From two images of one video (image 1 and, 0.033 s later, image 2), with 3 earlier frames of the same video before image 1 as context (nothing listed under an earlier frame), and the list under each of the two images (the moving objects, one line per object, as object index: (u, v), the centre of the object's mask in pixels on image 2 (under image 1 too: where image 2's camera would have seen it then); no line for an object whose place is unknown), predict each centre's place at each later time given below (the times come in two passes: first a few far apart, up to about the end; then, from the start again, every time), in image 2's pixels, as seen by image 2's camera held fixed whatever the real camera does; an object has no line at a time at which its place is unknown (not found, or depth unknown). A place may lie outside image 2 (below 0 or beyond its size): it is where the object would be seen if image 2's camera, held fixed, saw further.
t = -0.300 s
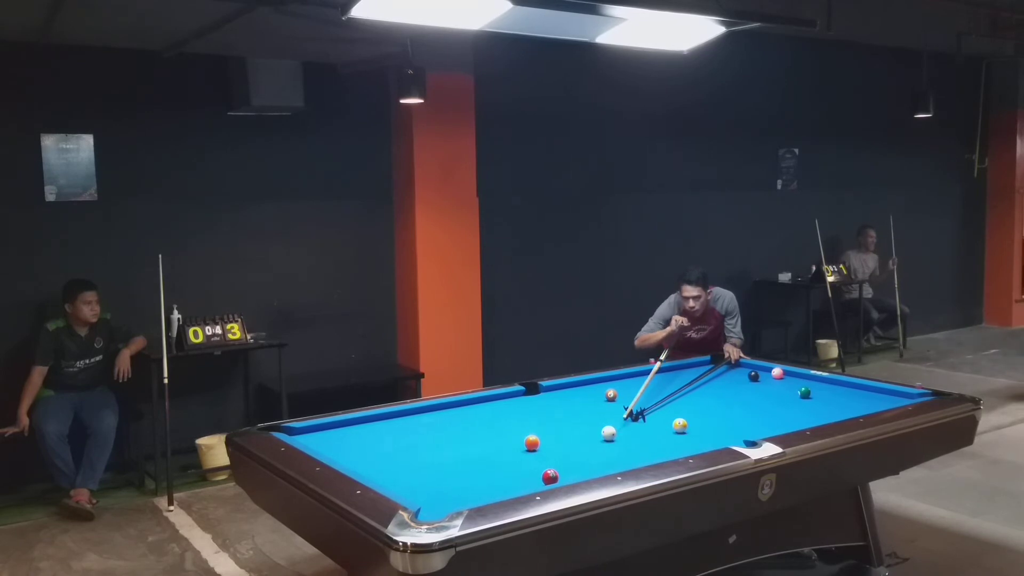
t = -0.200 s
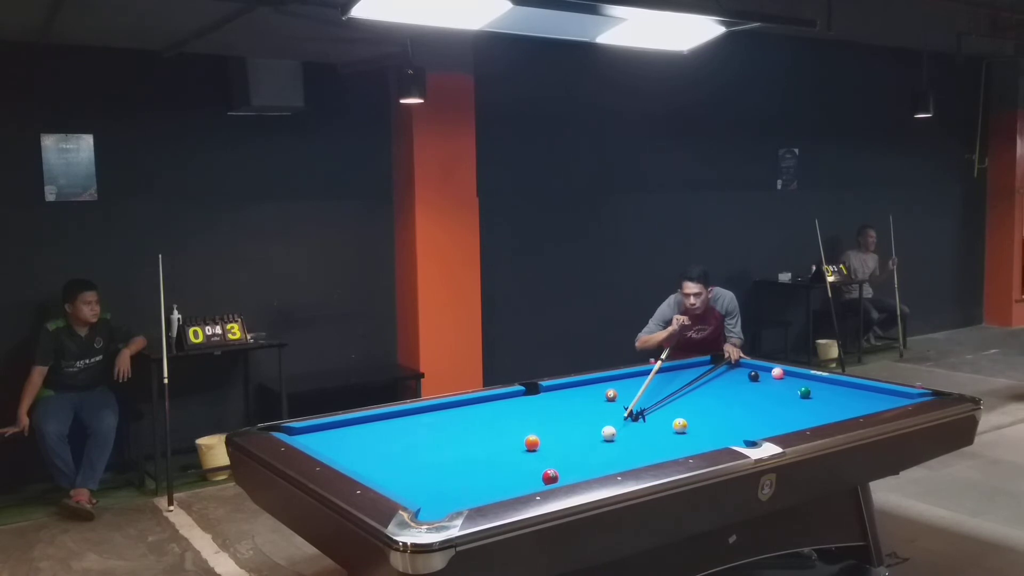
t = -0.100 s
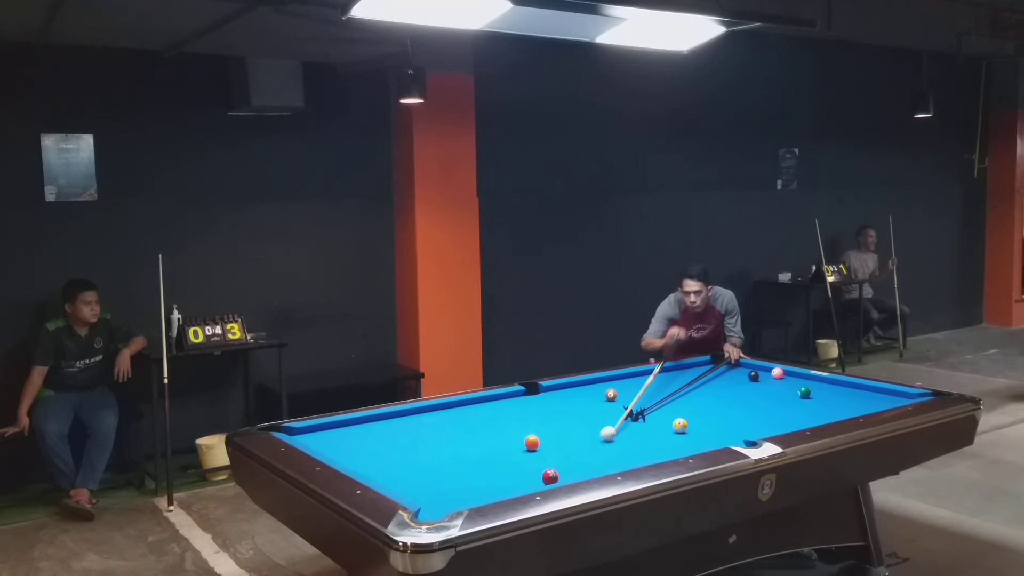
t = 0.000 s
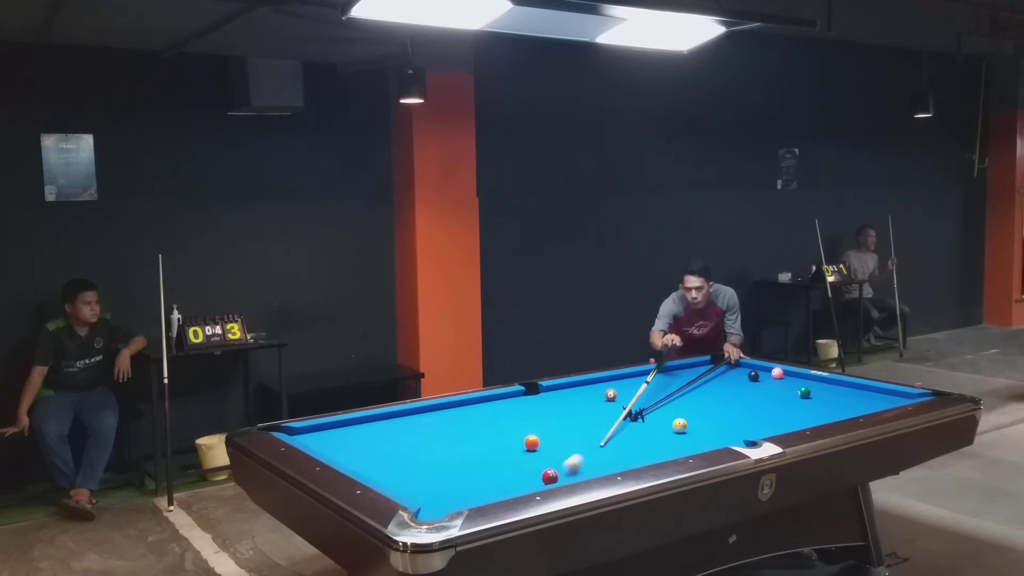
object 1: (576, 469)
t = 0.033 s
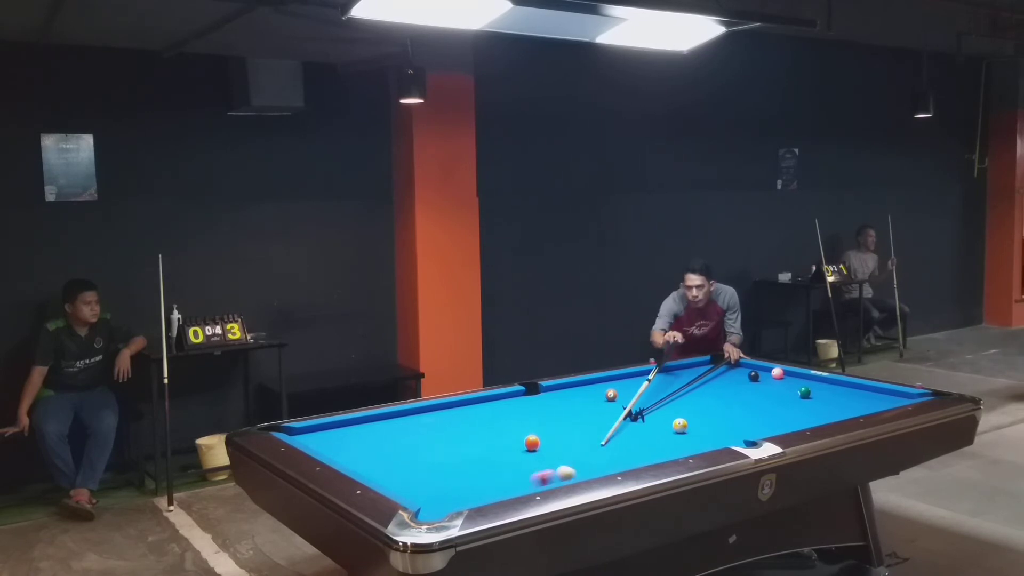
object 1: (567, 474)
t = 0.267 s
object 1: (557, 459)
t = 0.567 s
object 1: (553, 438)
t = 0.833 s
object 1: (566, 424)
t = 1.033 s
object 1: (574, 415)
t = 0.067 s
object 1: (575, 474)
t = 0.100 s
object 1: (571, 472)
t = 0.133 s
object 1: (567, 471)
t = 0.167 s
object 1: (564, 468)
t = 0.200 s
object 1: (562, 465)
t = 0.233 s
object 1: (559, 462)
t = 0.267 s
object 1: (557, 459)
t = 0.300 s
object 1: (554, 456)
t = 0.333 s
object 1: (552, 453)
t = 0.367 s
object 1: (550, 450)
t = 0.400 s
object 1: (548, 448)
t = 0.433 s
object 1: (545, 445)
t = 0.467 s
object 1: (547, 443)
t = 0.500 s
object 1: (550, 441)
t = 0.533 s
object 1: (552, 439)
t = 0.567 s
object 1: (553, 438)
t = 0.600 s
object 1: (555, 436)
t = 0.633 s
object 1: (557, 434)
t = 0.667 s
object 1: (558, 432)
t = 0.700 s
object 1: (560, 431)
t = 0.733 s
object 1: (562, 429)
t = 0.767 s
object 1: (563, 427)
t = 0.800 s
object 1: (565, 426)
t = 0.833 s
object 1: (566, 424)
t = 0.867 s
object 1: (568, 423)
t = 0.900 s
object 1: (569, 421)
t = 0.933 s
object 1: (570, 420)
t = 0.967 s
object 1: (572, 418)
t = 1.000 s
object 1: (573, 417)
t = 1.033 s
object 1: (574, 415)
